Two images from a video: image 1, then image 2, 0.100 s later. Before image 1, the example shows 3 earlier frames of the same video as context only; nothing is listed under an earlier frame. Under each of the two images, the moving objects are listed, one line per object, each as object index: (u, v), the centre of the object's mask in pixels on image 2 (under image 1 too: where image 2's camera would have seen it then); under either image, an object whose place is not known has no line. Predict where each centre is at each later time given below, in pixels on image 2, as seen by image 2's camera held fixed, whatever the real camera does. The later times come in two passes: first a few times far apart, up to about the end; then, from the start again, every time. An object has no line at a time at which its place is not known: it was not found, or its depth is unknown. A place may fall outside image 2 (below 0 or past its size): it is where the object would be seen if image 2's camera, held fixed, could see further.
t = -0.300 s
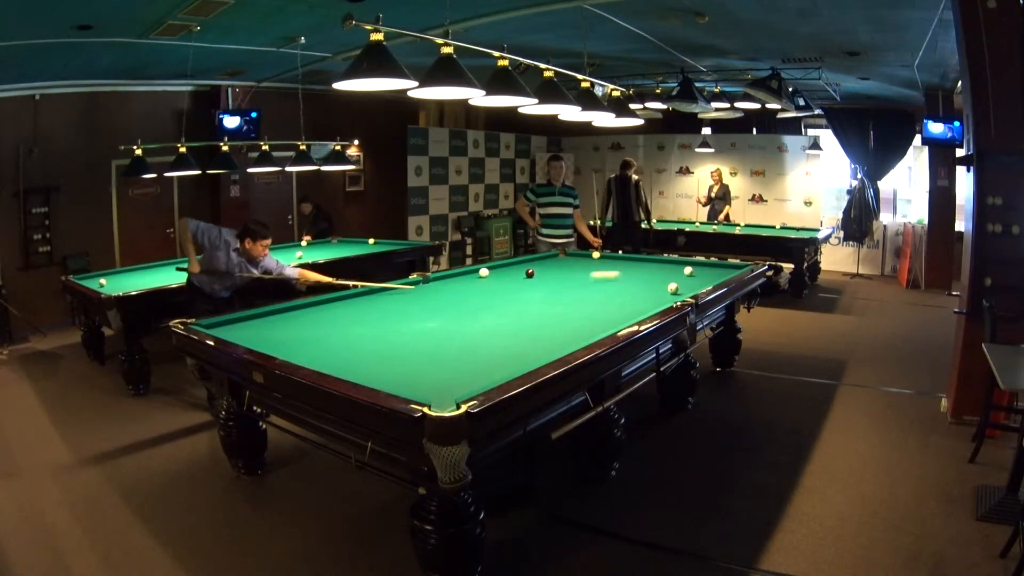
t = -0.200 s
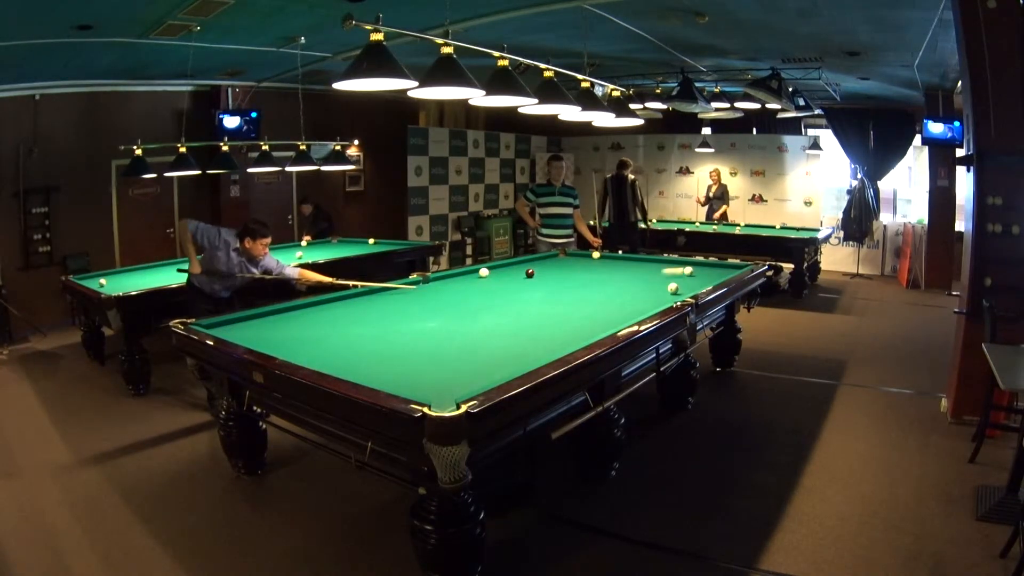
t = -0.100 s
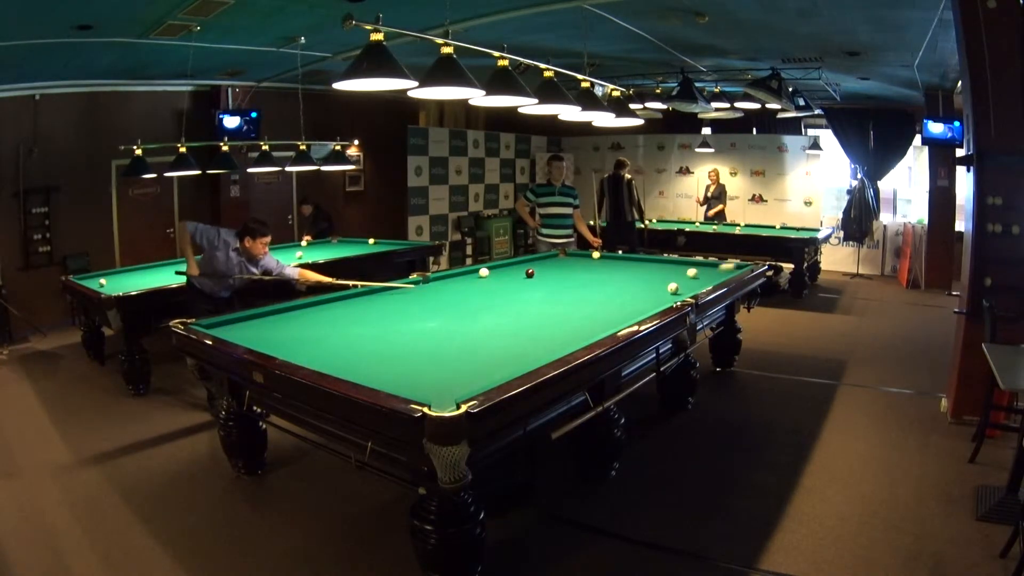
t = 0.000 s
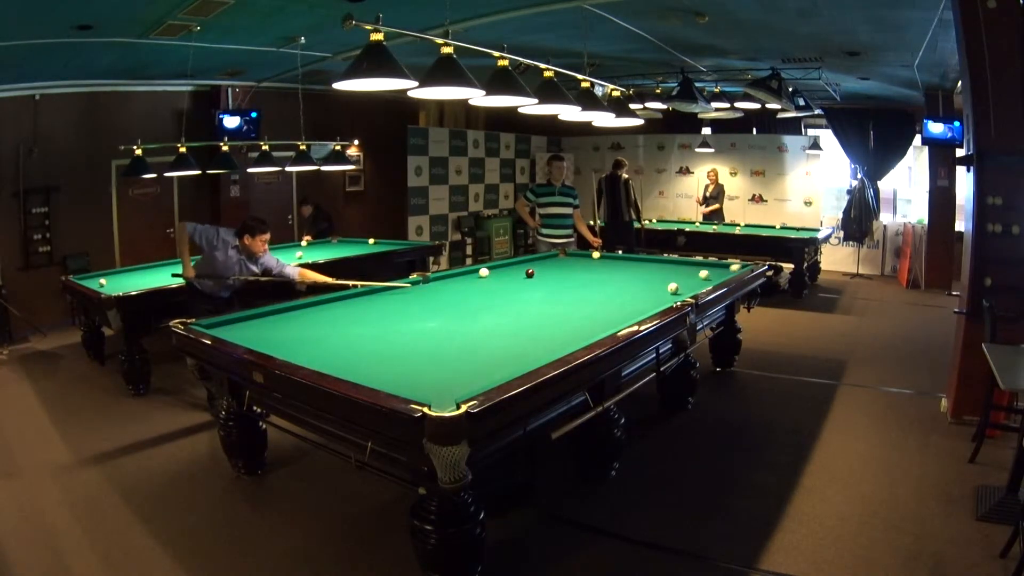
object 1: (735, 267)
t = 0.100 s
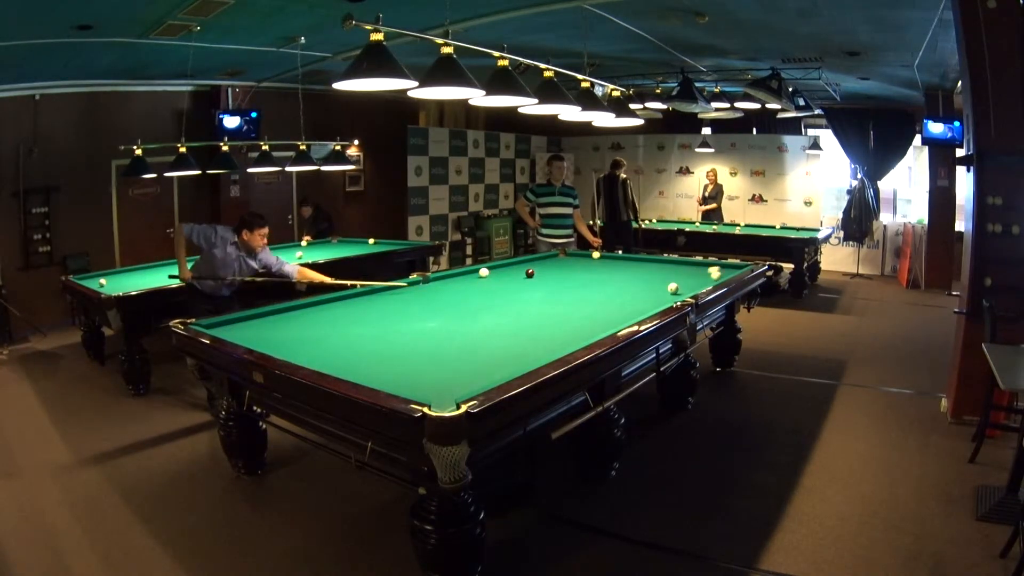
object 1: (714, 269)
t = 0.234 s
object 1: (687, 273)
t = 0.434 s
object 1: (646, 278)
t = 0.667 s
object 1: (593, 284)
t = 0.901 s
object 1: (532, 292)
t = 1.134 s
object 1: (465, 299)
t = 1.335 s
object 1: (403, 306)
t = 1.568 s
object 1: (327, 315)
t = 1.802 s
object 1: (249, 324)
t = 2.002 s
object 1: (220, 323)
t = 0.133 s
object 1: (707, 271)
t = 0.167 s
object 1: (700, 272)
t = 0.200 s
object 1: (693, 273)
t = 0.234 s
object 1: (687, 273)
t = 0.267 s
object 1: (680, 274)
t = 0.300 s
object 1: (673, 275)
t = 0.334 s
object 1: (667, 276)
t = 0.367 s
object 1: (660, 277)
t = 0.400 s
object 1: (653, 278)
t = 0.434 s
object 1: (646, 278)
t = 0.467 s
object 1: (639, 279)
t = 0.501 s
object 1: (631, 280)
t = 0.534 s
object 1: (624, 281)
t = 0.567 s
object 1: (616, 282)
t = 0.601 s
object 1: (608, 283)
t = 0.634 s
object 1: (601, 284)
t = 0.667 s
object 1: (593, 284)
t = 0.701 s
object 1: (584, 285)
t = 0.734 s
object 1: (576, 286)
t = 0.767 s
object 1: (568, 287)
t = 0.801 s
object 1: (559, 288)
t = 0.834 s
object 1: (551, 290)
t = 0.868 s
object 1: (541, 290)
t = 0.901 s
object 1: (532, 292)
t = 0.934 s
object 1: (523, 292)
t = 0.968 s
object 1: (514, 294)
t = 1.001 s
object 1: (504, 295)
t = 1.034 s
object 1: (495, 296)
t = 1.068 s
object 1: (486, 297)
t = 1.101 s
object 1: (475, 298)
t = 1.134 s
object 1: (465, 299)
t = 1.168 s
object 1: (455, 300)
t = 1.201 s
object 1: (445, 301)
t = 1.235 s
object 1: (435, 302)
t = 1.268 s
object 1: (425, 304)
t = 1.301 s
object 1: (414, 305)
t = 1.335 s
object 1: (403, 306)
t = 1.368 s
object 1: (392, 307)
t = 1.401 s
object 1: (382, 309)
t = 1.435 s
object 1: (371, 310)
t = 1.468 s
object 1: (360, 311)
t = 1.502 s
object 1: (349, 313)
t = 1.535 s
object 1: (337, 314)
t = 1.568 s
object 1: (327, 315)
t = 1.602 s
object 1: (316, 317)
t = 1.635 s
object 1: (304, 318)
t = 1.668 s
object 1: (293, 319)
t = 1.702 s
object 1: (282, 321)
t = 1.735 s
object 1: (271, 322)
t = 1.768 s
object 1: (260, 323)
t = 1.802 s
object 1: (249, 324)
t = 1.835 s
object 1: (237, 326)
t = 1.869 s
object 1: (226, 327)
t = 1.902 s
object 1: (215, 327)
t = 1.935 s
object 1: (212, 327)
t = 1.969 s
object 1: (216, 325)
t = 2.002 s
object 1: (220, 323)
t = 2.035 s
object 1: (226, 322)
